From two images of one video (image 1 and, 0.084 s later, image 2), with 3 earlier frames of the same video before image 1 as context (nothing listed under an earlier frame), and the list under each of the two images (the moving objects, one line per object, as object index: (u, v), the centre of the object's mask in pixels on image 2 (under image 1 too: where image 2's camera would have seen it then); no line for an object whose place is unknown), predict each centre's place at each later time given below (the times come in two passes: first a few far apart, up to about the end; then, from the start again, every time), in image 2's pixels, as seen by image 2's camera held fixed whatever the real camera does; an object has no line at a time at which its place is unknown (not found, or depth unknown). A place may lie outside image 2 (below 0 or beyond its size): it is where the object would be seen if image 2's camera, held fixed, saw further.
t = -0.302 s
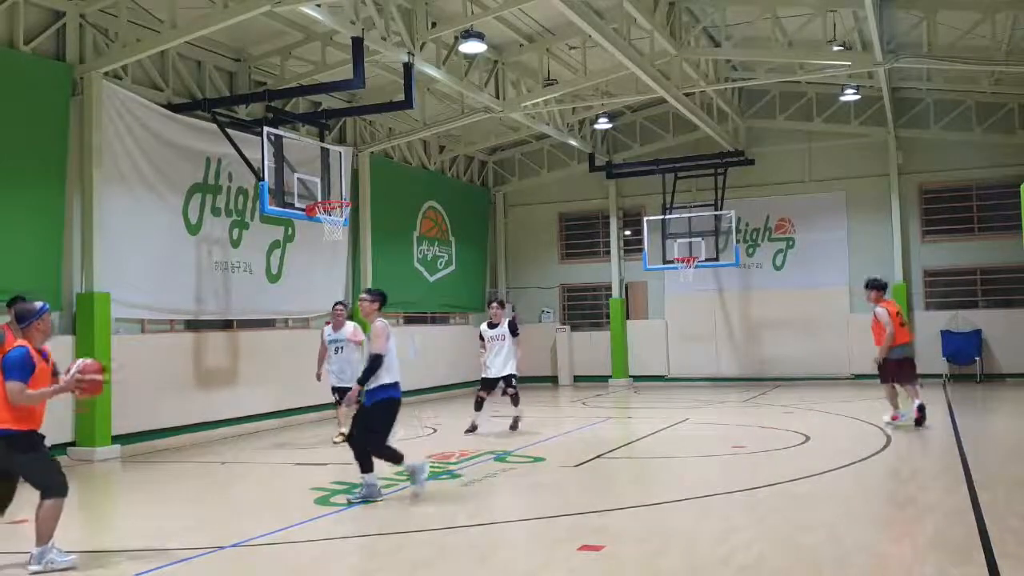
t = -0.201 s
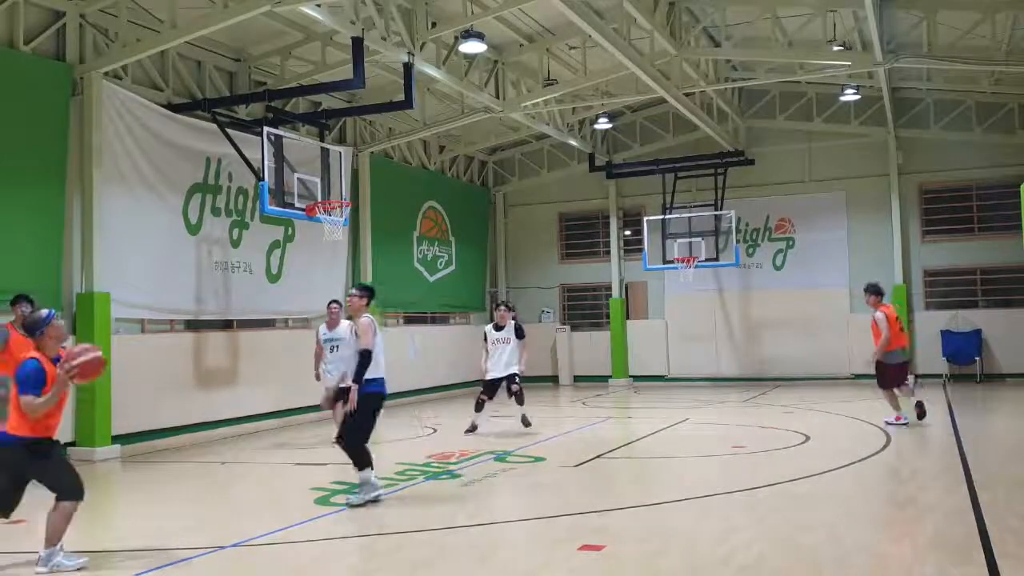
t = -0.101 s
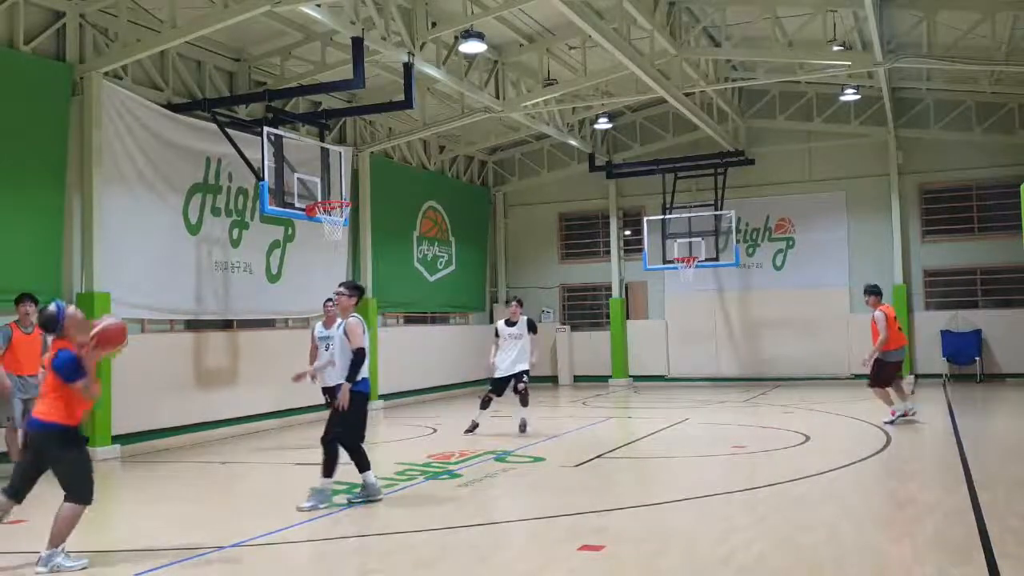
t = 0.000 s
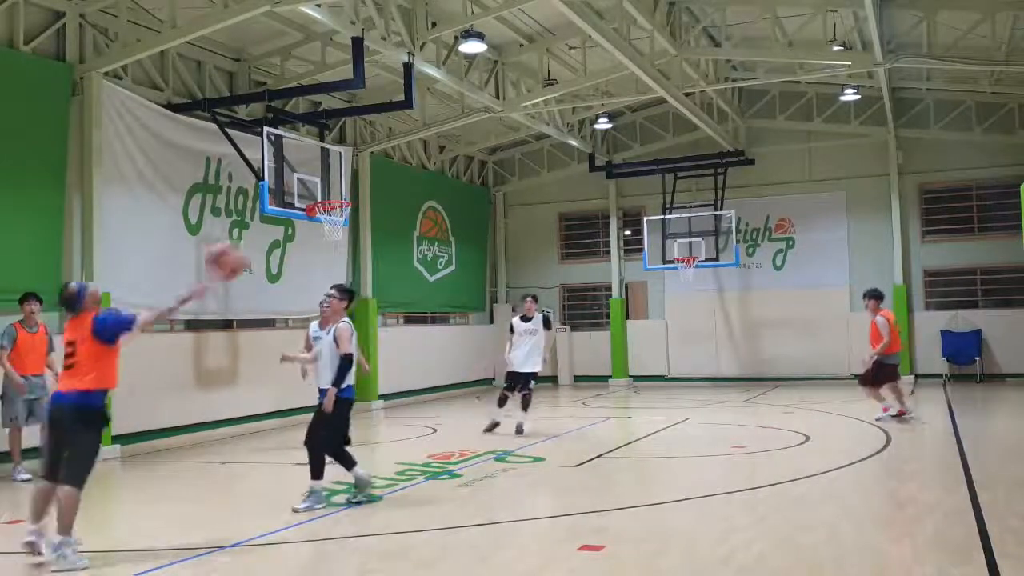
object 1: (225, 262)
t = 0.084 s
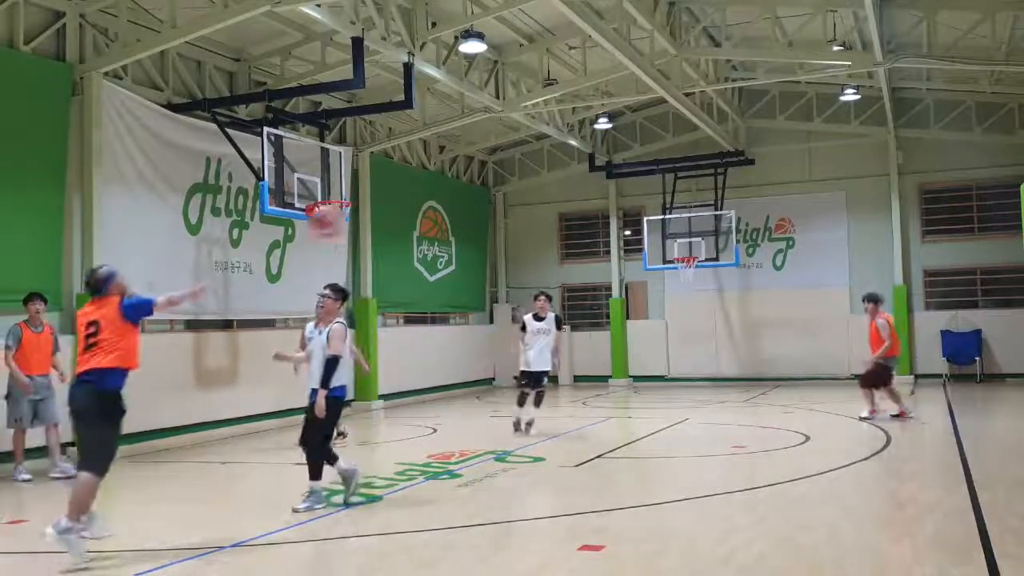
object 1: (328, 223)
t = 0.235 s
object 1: (468, 188)
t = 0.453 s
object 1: (607, 184)
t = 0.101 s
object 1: (345, 216)
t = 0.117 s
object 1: (364, 212)
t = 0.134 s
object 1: (381, 205)
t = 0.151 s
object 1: (395, 201)
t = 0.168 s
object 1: (410, 198)
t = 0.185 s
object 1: (426, 193)
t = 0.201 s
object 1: (440, 191)
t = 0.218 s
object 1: (454, 190)
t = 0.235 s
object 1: (468, 188)
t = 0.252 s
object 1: (481, 185)
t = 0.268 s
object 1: (494, 183)
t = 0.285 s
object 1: (506, 182)
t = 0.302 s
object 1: (516, 181)
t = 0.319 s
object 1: (528, 179)
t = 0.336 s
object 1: (539, 180)
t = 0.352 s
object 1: (550, 180)
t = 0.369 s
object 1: (561, 180)
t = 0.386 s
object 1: (568, 182)
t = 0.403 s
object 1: (580, 182)
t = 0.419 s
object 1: (589, 182)
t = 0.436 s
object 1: (599, 183)
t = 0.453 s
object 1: (607, 184)
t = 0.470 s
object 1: (616, 185)
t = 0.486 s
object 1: (626, 187)
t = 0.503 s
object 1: (635, 189)
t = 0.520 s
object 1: (641, 192)
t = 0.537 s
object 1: (650, 195)
